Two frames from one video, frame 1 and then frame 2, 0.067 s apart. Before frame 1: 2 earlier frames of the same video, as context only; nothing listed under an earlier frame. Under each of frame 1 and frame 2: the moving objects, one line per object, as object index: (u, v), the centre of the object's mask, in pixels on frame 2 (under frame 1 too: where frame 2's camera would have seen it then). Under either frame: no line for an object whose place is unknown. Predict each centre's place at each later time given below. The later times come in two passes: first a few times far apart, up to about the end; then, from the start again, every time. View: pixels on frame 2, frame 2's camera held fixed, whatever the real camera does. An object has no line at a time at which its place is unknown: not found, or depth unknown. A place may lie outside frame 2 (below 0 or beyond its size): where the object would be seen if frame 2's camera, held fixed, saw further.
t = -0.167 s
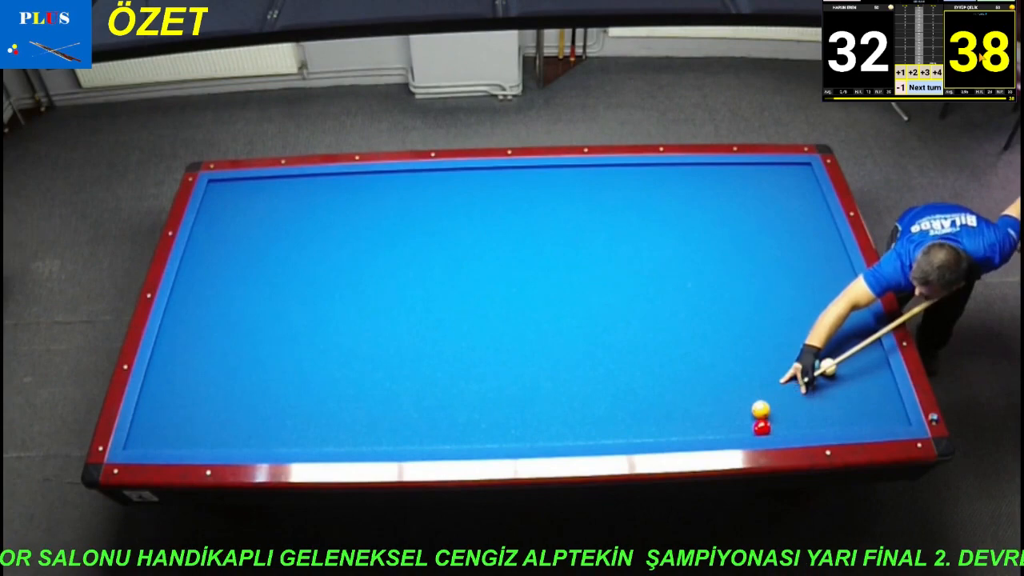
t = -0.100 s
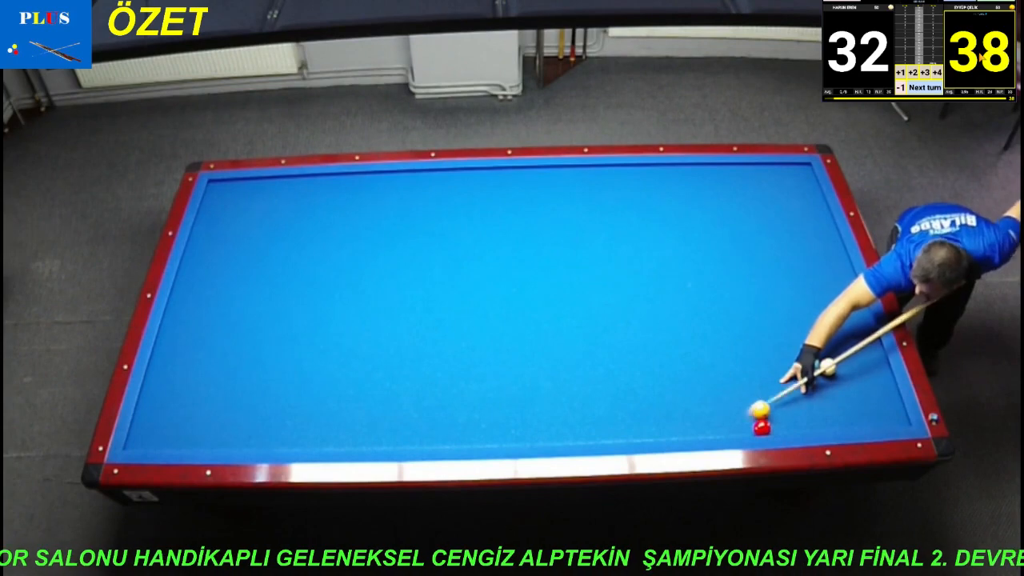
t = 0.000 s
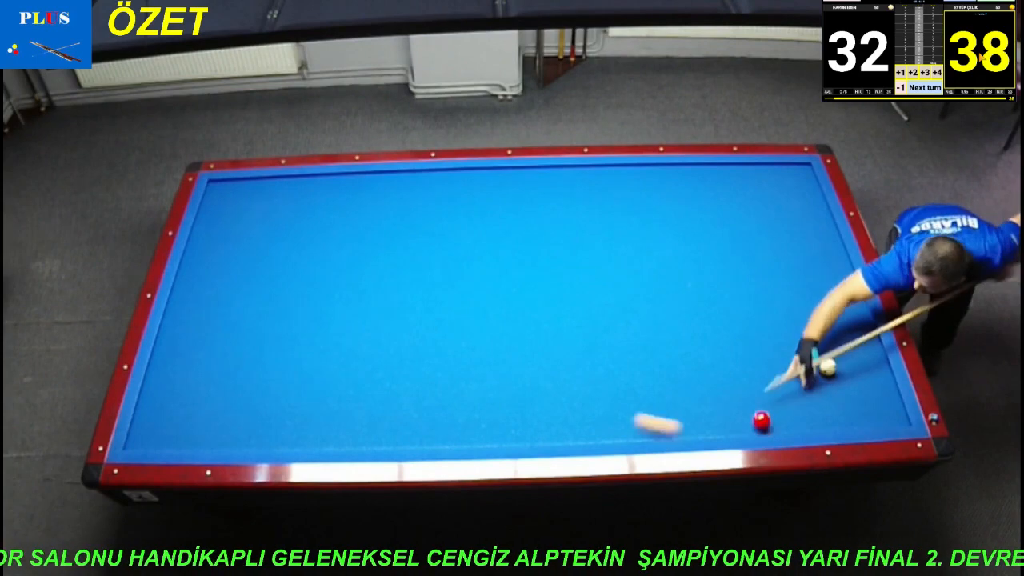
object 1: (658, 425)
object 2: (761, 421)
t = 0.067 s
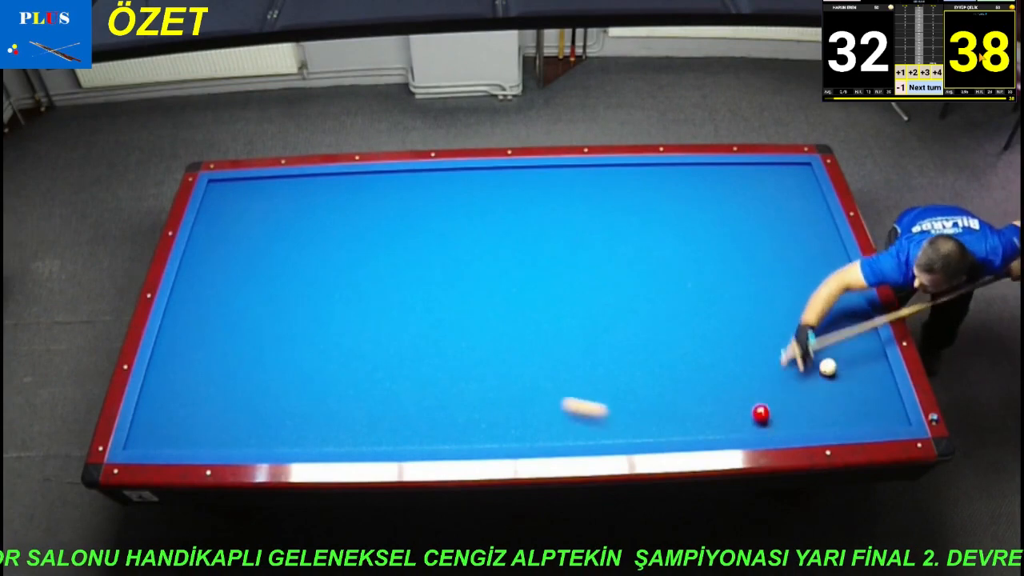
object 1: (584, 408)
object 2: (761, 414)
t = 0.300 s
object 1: (364, 356)
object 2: (758, 391)
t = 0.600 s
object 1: (176, 304)
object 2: (755, 363)
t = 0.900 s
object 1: (306, 215)
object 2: (752, 338)
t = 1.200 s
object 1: (398, 197)
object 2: (748, 315)
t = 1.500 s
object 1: (487, 238)
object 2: (745, 293)
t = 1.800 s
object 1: (586, 283)
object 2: (742, 273)
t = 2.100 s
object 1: (692, 332)
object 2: (739, 256)
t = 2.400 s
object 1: (803, 384)
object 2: (736, 239)
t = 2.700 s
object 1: (895, 409)
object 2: (734, 224)
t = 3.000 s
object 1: (861, 398)
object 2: (731, 210)
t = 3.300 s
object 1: (826, 389)
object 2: (729, 197)
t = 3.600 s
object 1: (792, 380)
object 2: (727, 186)
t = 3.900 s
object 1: (758, 371)
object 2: (725, 175)
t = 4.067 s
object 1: (740, 367)
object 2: (724, 170)
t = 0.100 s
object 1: (549, 400)
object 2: (760, 411)
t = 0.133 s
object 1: (515, 392)
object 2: (760, 407)
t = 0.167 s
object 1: (483, 385)
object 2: (759, 404)
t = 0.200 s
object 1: (451, 377)
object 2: (759, 401)
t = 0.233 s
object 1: (421, 370)
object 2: (759, 397)
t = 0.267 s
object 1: (392, 363)
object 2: (758, 394)
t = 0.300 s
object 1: (364, 356)
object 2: (758, 391)
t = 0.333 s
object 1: (337, 350)
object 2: (758, 387)
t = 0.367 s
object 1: (312, 343)
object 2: (757, 384)
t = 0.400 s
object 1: (289, 337)
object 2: (757, 382)
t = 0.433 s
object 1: (266, 331)
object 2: (757, 378)
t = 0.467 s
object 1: (245, 325)
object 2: (756, 375)
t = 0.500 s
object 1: (226, 320)
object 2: (756, 372)
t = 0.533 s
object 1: (206, 315)
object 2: (756, 369)
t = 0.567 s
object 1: (188, 309)
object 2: (755, 366)
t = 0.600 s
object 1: (176, 304)
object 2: (755, 363)
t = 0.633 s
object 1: (189, 293)
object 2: (754, 360)
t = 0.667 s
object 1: (206, 282)
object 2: (754, 357)
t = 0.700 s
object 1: (223, 272)
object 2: (754, 354)
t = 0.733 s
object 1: (238, 262)
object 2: (753, 351)
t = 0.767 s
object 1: (253, 252)
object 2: (753, 349)
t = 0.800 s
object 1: (268, 242)
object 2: (753, 346)
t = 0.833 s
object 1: (281, 233)
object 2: (752, 343)
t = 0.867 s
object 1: (294, 224)
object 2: (752, 341)
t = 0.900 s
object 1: (306, 215)
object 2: (752, 338)
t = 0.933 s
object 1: (318, 207)
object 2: (751, 335)
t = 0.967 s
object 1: (330, 199)
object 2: (751, 332)
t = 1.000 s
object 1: (340, 191)
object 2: (751, 330)
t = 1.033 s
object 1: (351, 183)
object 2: (750, 327)
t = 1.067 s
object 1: (362, 177)
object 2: (750, 324)
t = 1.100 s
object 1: (371, 181)
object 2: (750, 322)
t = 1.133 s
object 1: (380, 187)
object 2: (749, 319)
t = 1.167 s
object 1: (389, 192)
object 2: (749, 317)
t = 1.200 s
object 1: (398, 197)
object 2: (748, 315)
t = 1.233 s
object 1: (408, 202)
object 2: (748, 312)
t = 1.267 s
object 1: (417, 206)
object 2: (748, 309)
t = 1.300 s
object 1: (427, 210)
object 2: (748, 307)
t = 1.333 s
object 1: (437, 215)
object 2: (747, 304)
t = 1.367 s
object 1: (447, 219)
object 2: (747, 302)
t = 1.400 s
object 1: (456, 224)
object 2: (746, 300)
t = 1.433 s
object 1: (466, 228)
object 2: (746, 298)
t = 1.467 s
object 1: (477, 233)
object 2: (746, 295)
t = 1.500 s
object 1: (487, 238)
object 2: (745, 293)
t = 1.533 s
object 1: (498, 242)
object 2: (745, 291)
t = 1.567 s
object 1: (508, 247)
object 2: (745, 289)
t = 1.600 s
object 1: (519, 252)
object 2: (744, 286)
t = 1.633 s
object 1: (530, 257)
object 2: (744, 284)
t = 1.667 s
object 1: (541, 262)
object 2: (744, 282)
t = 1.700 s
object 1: (552, 267)
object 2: (743, 280)
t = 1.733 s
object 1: (563, 272)
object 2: (743, 278)
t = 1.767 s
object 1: (574, 277)
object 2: (743, 276)
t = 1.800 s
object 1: (586, 283)
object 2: (742, 273)
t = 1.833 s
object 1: (597, 288)
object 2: (742, 271)
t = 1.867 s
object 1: (609, 293)
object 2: (742, 269)
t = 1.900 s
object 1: (620, 298)
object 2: (741, 267)
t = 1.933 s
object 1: (632, 304)
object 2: (741, 265)
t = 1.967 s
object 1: (644, 309)
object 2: (741, 263)
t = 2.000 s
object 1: (656, 315)
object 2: (740, 261)
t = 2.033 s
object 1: (667, 321)
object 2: (740, 259)
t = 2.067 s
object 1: (680, 326)
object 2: (740, 257)
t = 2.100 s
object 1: (692, 332)
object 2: (739, 256)
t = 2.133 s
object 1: (704, 338)
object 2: (739, 254)
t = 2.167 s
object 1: (716, 344)
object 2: (739, 251)
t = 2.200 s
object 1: (729, 349)
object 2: (738, 250)
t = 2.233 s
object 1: (741, 355)
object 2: (738, 248)
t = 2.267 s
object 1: (753, 361)
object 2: (738, 246)
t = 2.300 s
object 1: (766, 367)
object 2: (737, 244)
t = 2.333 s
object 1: (778, 372)
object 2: (737, 243)
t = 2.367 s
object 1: (791, 378)
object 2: (737, 241)
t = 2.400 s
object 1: (803, 384)
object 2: (736, 239)
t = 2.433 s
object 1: (816, 390)
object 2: (736, 237)
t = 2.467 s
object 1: (828, 396)
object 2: (736, 236)
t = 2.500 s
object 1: (841, 402)
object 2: (736, 234)
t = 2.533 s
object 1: (853, 408)
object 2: (735, 232)
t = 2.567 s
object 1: (866, 414)
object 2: (735, 231)
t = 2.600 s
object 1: (877, 419)
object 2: (735, 229)
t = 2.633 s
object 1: (886, 418)
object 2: (734, 227)
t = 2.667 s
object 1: (891, 413)
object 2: (734, 226)
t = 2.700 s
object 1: (895, 409)
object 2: (734, 224)
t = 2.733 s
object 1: (895, 406)
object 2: (734, 222)
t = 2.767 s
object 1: (890, 405)
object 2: (734, 221)
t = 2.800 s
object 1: (886, 404)
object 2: (733, 219)
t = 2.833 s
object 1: (881, 403)
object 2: (733, 218)
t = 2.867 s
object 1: (877, 402)
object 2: (732, 216)
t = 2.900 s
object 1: (873, 401)
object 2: (732, 215)
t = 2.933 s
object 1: (869, 400)
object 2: (732, 213)
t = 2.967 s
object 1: (865, 399)
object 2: (732, 212)
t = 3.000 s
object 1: (861, 398)
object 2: (731, 210)
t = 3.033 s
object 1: (857, 397)
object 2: (731, 209)
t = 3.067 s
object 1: (853, 396)
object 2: (731, 207)
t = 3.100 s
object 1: (849, 395)
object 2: (731, 206)
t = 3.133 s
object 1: (845, 394)
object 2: (731, 204)
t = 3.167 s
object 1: (842, 393)
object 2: (731, 203)
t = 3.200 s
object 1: (837, 392)
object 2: (730, 201)
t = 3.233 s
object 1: (833, 391)
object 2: (730, 200)
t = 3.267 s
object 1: (830, 390)
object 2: (729, 199)
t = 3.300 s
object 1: (826, 389)
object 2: (729, 197)
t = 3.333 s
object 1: (822, 388)
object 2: (729, 196)
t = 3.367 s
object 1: (818, 387)
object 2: (729, 195)
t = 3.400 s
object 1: (814, 386)
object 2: (728, 193)
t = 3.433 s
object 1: (810, 385)
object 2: (728, 192)
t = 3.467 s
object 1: (806, 384)
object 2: (728, 191)
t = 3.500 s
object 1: (803, 383)
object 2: (728, 189)
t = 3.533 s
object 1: (799, 383)
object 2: (728, 188)
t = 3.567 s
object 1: (795, 381)
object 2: (728, 187)
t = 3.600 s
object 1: (792, 380)
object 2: (727, 186)
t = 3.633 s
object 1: (788, 380)
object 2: (727, 184)
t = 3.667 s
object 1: (784, 378)
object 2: (727, 183)
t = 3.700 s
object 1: (780, 377)
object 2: (727, 182)
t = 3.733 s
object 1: (776, 376)
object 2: (726, 181)
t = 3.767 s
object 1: (773, 375)
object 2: (726, 180)
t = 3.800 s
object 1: (769, 375)
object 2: (726, 179)
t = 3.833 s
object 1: (765, 374)
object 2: (726, 177)
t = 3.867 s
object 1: (761, 373)
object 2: (726, 176)
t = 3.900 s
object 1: (758, 371)
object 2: (725, 175)
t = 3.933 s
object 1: (754, 370)
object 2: (725, 174)
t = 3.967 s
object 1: (751, 370)
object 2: (725, 173)
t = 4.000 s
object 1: (747, 369)
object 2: (725, 172)
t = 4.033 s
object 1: (743, 368)
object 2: (724, 171)
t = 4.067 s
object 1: (740, 367)
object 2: (724, 170)
